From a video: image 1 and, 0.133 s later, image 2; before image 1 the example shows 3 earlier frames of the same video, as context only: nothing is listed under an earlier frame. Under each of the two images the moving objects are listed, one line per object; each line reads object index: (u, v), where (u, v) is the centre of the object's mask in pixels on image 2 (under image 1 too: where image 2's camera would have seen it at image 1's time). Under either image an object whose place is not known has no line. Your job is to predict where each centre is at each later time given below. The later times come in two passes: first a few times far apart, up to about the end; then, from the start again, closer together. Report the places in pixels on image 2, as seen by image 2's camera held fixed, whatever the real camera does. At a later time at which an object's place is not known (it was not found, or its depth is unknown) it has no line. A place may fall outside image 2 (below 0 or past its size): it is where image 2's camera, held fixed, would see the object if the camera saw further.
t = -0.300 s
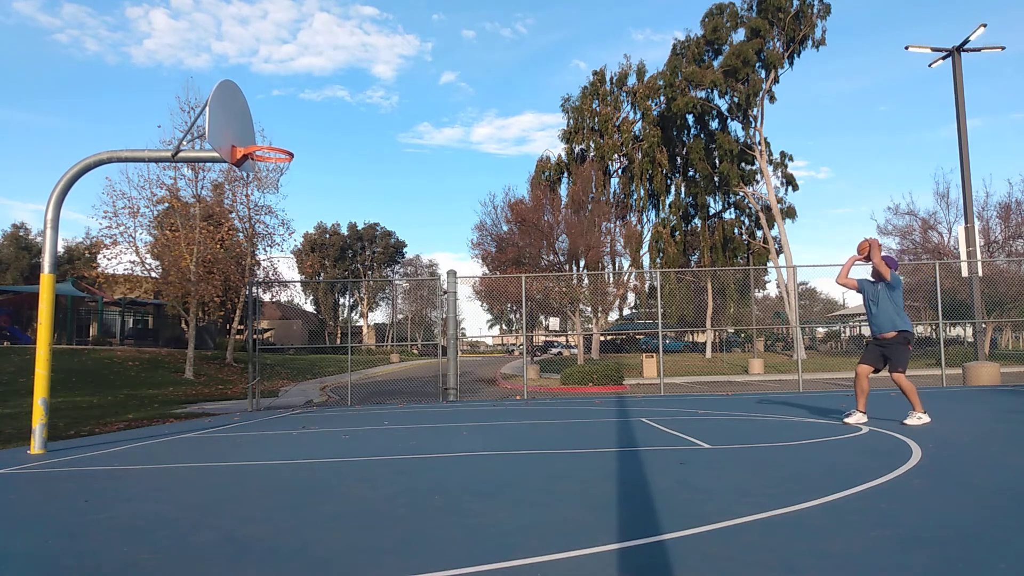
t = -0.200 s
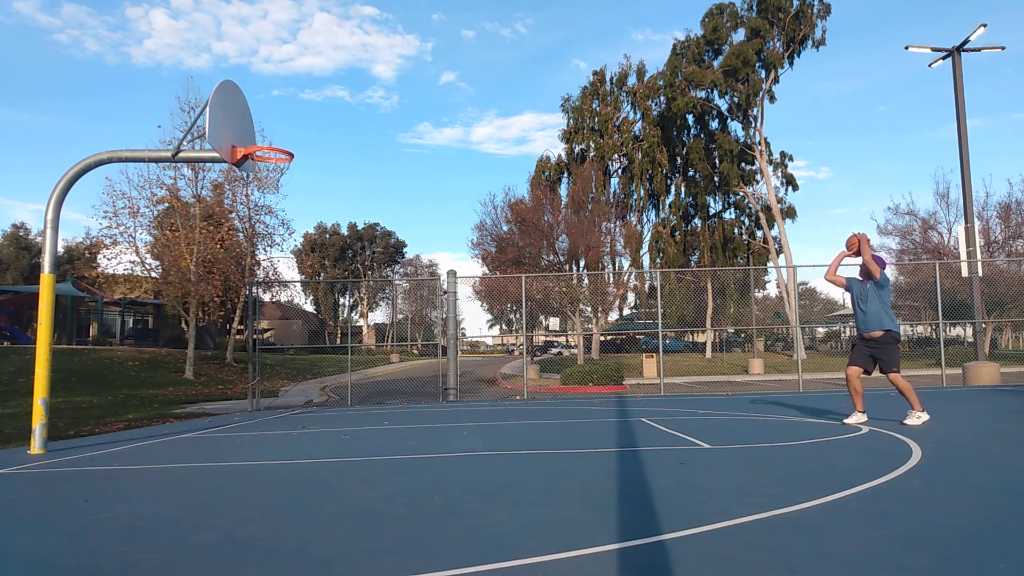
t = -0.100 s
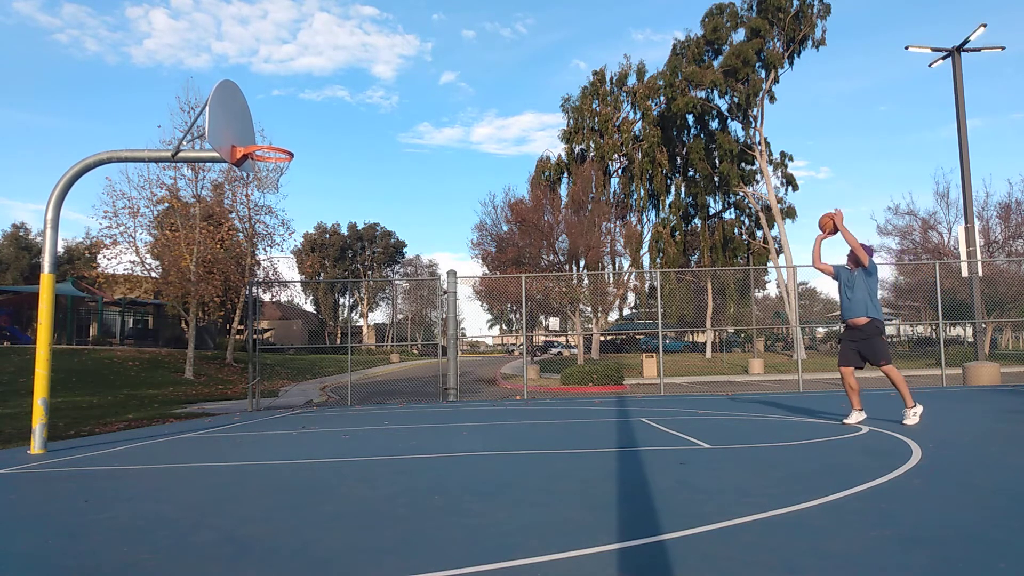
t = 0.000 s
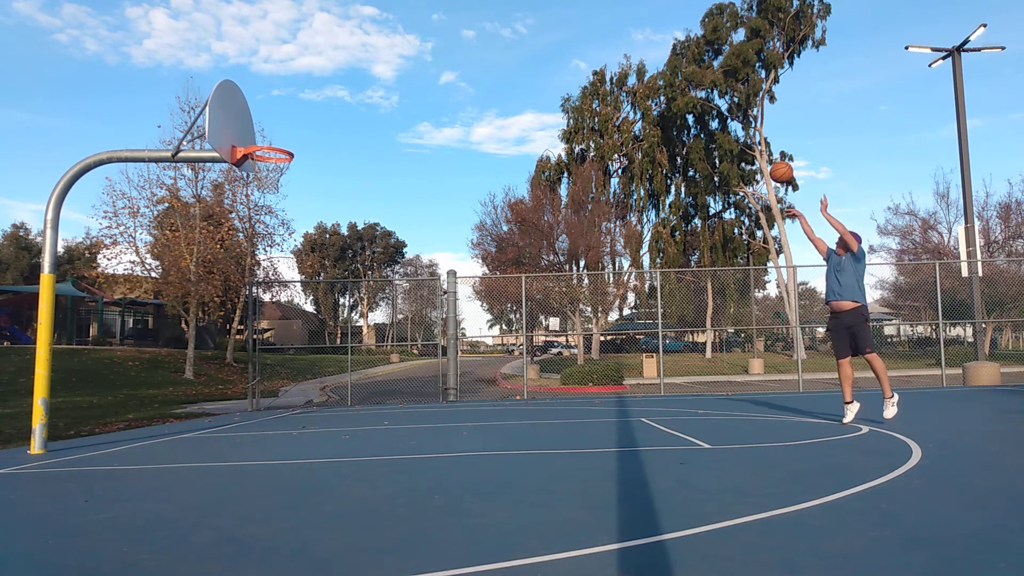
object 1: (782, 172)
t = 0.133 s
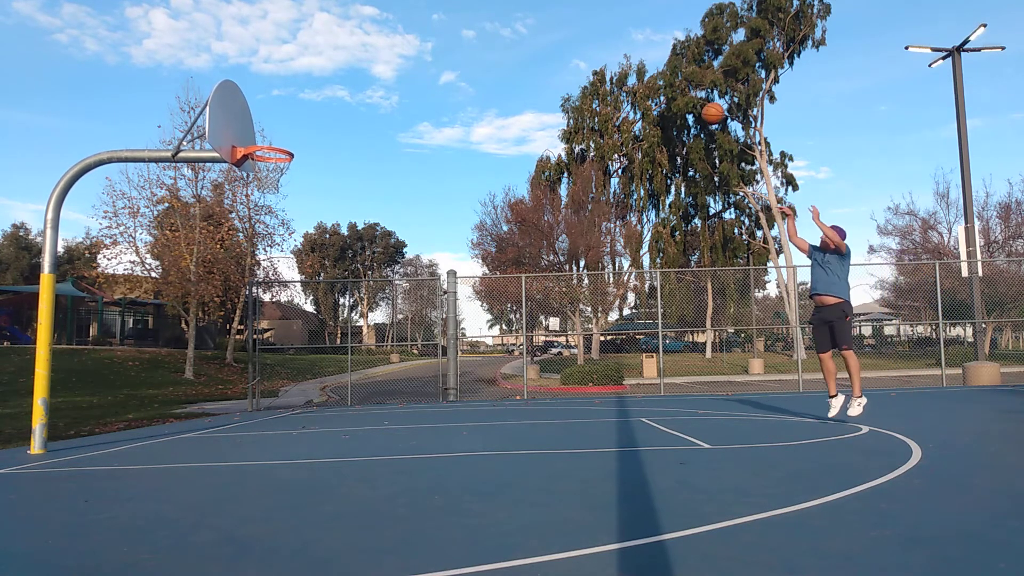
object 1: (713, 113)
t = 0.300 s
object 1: (631, 63)
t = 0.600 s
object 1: (490, 36)
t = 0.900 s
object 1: (353, 86)
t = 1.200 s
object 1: (249, 172)
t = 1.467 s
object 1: (243, 214)
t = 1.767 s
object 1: (234, 333)
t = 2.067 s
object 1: (239, 385)
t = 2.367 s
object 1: (267, 335)
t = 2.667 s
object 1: (291, 358)
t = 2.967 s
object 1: (311, 408)
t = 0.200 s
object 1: (680, 90)
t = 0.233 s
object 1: (663, 80)
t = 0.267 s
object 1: (647, 71)
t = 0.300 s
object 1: (631, 63)
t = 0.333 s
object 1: (615, 56)
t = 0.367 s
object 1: (600, 50)
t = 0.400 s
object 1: (584, 45)
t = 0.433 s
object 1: (568, 42)
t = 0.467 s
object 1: (552, 39)
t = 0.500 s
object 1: (537, 37)
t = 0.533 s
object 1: (521, 35)
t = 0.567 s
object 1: (506, 35)
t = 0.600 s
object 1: (490, 36)
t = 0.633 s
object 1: (475, 38)
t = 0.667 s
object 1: (460, 40)
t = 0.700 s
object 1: (445, 44)
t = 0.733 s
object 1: (430, 49)
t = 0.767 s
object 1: (414, 54)
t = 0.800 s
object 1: (399, 60)
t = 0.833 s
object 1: (384, 68)
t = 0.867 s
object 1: (369, 76)
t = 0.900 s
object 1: (353, 86)
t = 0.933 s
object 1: (338, 96)
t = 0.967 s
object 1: (323, 107)
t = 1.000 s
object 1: (307, 119)
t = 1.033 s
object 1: (292, 132)
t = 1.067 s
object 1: (277, 146)
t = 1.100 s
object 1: (260, 162)
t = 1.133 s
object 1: (250, 170)
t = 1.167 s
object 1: (250, 171)
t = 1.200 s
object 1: (249, 172)
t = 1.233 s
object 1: (249, 174)
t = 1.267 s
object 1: (248, 176)
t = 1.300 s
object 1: (248, 181)
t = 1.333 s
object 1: (247, 185)
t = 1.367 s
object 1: (246, 191)
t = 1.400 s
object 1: (245, 198)
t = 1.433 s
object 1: (244, 206)
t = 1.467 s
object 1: (243, 214)
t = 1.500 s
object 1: (242, 224)
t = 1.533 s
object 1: (242, 234)
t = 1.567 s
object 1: (241, 245)
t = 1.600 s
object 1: (240, 258)
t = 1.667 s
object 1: (237, 285)
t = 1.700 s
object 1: (236, 300)
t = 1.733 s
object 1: (235, 316)
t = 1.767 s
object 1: (234, 333)
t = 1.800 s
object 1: (232, 351)
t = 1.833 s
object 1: (231, 370)
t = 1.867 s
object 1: (229, 390)
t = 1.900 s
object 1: (228, 411)
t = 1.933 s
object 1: (226, 432)
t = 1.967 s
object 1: (230, 420)
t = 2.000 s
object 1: (233, 407)
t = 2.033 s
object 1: (237, 395)
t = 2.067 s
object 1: (239, 385)
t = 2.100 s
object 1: (243, 375)
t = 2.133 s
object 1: (246, 367)
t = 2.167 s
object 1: (249, 359)
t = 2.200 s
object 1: (253, 353)
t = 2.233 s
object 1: (256, 348)
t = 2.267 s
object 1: (259, 343)
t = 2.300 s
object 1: (262, 339)
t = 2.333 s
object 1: (264, 337)
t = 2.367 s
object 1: (267, 335)
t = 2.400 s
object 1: (270, 334)
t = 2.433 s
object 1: (273, 334)
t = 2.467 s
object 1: (275, 335)
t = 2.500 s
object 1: (278, 337)
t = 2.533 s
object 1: (281, 338)
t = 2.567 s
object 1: (284, 342)
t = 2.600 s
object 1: (286, 346)
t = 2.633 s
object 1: (289, 352)
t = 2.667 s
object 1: (291, 358)
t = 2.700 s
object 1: (294, 365)
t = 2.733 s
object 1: (296, 373)
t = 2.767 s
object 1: (299, 381)
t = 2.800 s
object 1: (301, 391)
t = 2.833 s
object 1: (303, 401)
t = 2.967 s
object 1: (311, 408)
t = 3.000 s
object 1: (313, 401)
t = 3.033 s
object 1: (315, 396)
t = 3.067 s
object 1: (317, 391)
